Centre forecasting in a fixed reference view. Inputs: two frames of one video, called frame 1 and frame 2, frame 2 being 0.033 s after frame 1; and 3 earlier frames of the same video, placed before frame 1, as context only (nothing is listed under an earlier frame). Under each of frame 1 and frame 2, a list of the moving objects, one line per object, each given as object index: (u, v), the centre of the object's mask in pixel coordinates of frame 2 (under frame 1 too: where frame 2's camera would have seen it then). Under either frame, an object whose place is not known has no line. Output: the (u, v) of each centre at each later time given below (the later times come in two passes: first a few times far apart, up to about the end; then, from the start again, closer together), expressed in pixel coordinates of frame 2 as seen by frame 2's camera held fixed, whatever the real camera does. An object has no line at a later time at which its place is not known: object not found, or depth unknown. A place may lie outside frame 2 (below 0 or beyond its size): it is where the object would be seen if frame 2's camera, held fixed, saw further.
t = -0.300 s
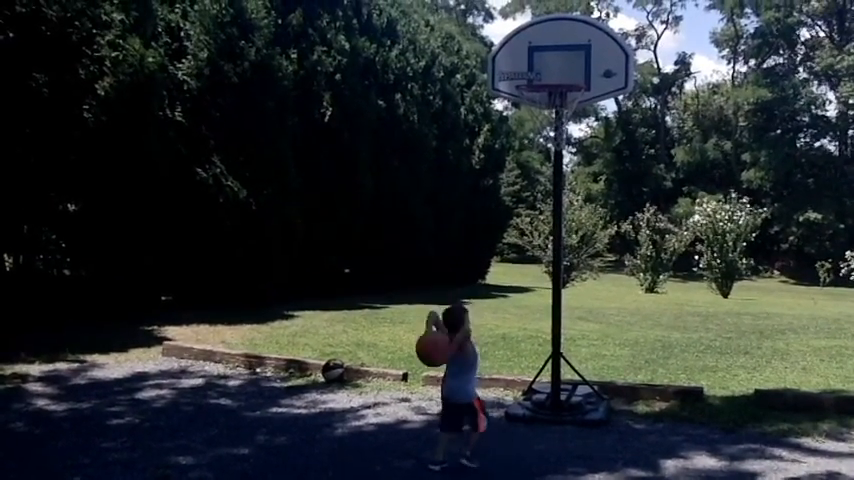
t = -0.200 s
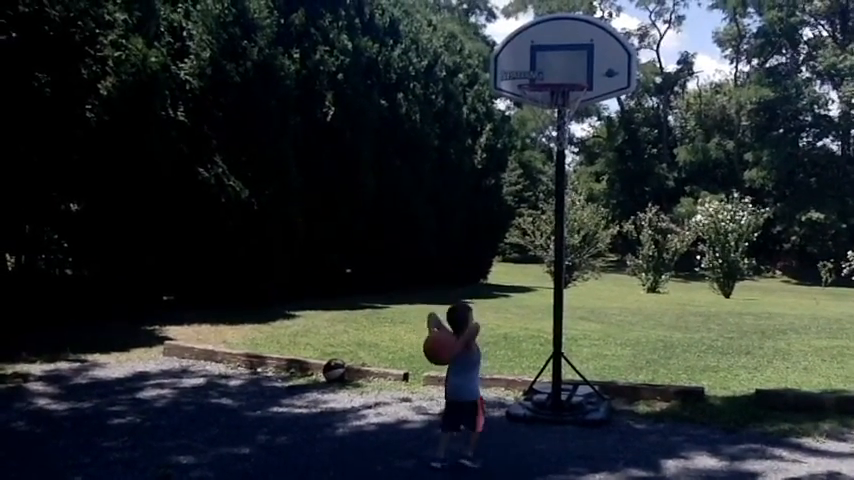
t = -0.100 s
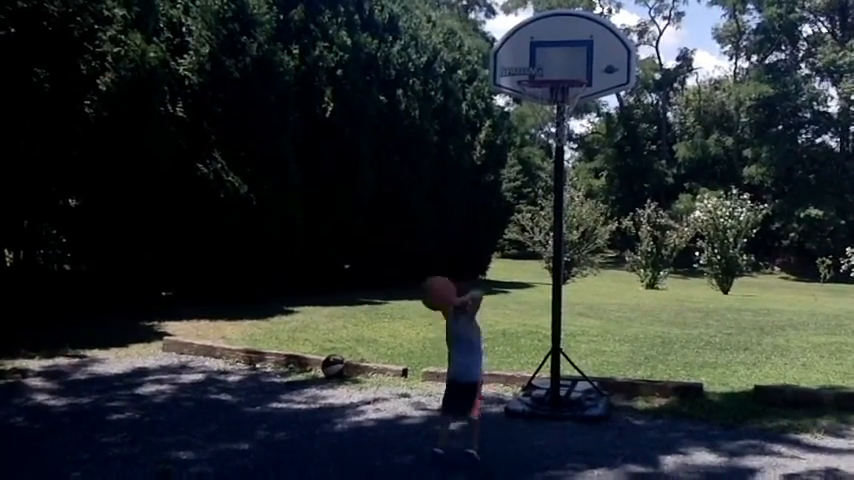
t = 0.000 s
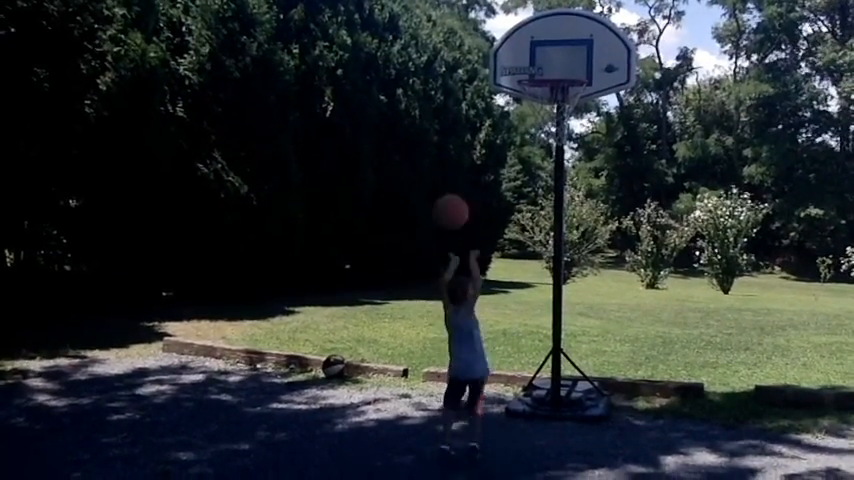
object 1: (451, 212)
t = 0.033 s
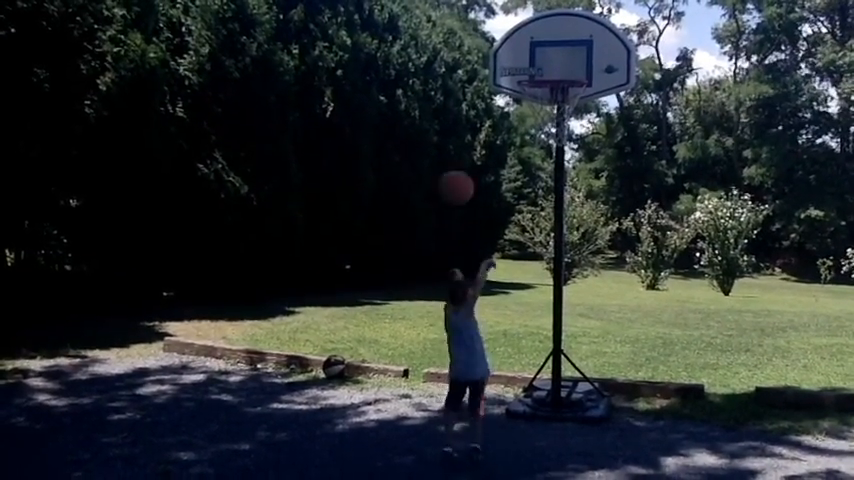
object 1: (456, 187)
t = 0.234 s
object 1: (484, 76)
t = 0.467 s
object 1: (510, 21)
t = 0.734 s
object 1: (535, 56)
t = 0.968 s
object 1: (557, 162)
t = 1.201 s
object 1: (571, 328)
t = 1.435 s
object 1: (594, 319)
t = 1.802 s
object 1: (643, 214)
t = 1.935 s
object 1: (660, 221)
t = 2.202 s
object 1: (685, 296)
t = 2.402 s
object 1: (709, 420)
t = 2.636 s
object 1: (729, 333)
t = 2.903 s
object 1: (761, 309)
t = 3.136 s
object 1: (785, 370)
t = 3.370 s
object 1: (815, 396)
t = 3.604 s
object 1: (854, 364)
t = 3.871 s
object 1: (898, 424)
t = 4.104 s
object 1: (931, 411)
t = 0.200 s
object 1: (479, 89)
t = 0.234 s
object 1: (484, 76)
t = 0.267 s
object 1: (486, 63)
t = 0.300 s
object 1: (490, 51)
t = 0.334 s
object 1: (495, 42)
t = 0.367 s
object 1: (498, 34)
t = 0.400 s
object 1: (503, 28)
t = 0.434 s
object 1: (507, 23)
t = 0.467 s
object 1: (510, 21)
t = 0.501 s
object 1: (514, 19)
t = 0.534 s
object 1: (516, 19)
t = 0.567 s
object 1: (520, 21)
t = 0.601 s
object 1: (524, 26)
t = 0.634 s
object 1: (526, 32)
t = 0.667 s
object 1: (531, 40)
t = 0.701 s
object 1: (533, 48)
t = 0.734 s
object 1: (535, 56)
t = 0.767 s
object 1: (539, 67)
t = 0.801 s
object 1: (539, 82)
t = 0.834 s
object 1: (545, 97)
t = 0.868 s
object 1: (548, 107)
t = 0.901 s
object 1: (550, 130)
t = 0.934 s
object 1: (553, 144)
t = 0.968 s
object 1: (557, 162)
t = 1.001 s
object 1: (558, 182)
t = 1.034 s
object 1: (560, 202)
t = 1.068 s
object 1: (562, 223)
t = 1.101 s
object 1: (565, 250)
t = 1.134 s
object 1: (566, 273)
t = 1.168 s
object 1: (571, 301)
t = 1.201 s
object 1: (571, 328)
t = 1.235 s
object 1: (573, 356)
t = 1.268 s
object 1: (574, 385)
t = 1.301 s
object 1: (577, 395)
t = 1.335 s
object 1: (581, 373)
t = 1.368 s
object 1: (585, 354)
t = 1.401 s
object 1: (590, 336)
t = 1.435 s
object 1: (594, 319)
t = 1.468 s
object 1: (598, 303)
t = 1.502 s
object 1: (603, 288)
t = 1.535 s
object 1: (607, 274)
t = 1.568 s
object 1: (612, 261)
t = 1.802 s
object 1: (643, 214)
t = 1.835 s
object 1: (647, 214)
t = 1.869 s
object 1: (650, 215)
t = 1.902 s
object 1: (656, 217)
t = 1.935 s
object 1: (660, 221)
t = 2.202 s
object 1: (685, 296)
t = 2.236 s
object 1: (688, 311)
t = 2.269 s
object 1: (691, 330)
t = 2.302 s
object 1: (694, 350)
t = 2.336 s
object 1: (699, 372)
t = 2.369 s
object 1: (704, 397)
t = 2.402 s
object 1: (709, 420)
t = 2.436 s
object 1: (711, 413)
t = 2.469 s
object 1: (714, 395)
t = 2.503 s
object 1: (717, 382)
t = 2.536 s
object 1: (720, 367)
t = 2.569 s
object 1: (723, 354)
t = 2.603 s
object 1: (727, 343)
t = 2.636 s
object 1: (729, 333)
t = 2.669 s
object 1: (734, 326)
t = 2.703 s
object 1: (738, 318)
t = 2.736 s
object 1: (742, 314)
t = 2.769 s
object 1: (746, 310)
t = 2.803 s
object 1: (750, 306)
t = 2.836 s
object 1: (753, 306)
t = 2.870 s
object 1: (757, 307)
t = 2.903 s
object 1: (761, 309)
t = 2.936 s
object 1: (765, 313)
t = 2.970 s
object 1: (768, 319)
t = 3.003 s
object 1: (772, 326)
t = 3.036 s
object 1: (776, 335)
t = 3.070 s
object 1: (779, 345)
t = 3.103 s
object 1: (781, 356)
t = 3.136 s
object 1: (785, 370)
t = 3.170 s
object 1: (790, 386)
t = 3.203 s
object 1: (793, 403)
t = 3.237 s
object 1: (797, 421)
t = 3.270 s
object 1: (800, 431)
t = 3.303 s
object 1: (804, 418)
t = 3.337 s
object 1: (810, 407)
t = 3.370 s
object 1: (815, 396)
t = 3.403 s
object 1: (820, 387)
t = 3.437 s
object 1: (826, 379)
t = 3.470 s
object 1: (830, 373)
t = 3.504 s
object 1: (836, 367)
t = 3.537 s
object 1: (841, 365)
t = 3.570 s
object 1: (848, 364)
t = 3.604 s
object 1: (854, 364)
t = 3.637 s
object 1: (860, 366)
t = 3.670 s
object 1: (866, 369)
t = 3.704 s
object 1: (869, 374)
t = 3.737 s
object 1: (876, 381)
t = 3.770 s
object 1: (880, 389)
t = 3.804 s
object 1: (886, 399)
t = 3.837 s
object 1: (893, 411)
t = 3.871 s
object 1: (898, 424)
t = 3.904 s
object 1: (903, 444)
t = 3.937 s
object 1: (909, 449)
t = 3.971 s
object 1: (914, 438)
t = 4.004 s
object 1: (918, 429)
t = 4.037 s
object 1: (921, 422)
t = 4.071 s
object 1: (925, 417)
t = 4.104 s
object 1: (931, 411)
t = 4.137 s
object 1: (934, 409)
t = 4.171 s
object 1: (939, 408)
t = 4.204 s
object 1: (944, 409)
